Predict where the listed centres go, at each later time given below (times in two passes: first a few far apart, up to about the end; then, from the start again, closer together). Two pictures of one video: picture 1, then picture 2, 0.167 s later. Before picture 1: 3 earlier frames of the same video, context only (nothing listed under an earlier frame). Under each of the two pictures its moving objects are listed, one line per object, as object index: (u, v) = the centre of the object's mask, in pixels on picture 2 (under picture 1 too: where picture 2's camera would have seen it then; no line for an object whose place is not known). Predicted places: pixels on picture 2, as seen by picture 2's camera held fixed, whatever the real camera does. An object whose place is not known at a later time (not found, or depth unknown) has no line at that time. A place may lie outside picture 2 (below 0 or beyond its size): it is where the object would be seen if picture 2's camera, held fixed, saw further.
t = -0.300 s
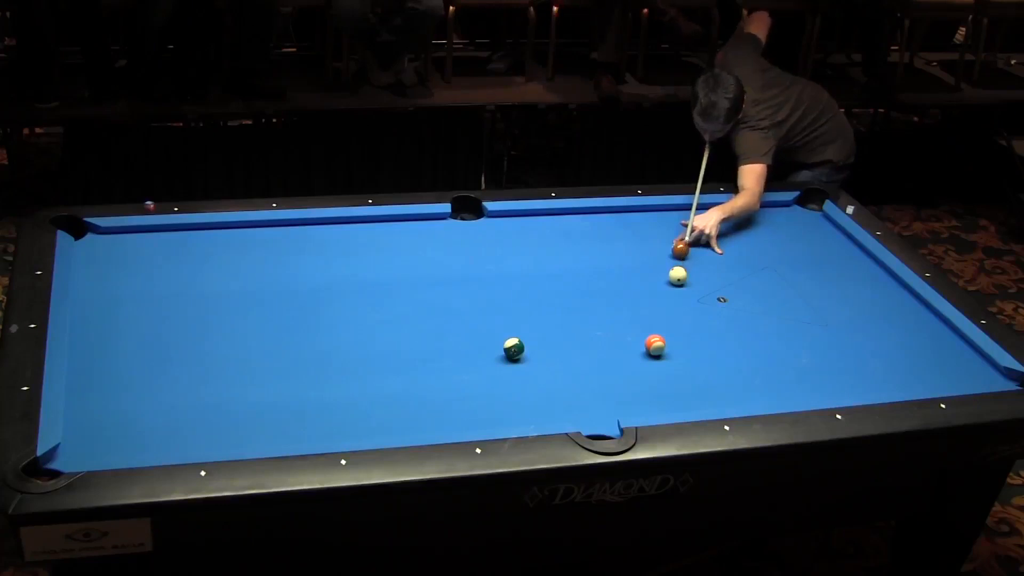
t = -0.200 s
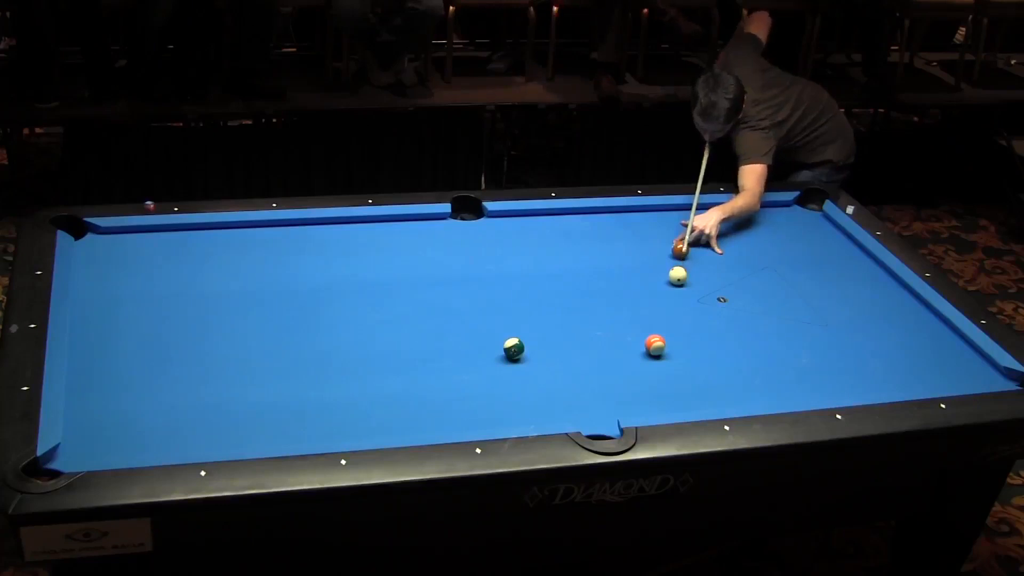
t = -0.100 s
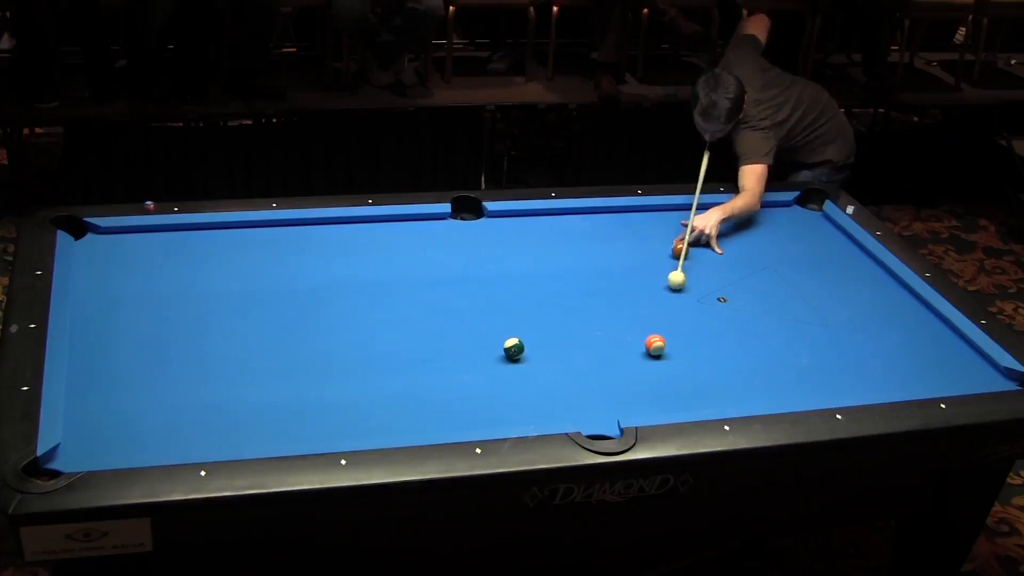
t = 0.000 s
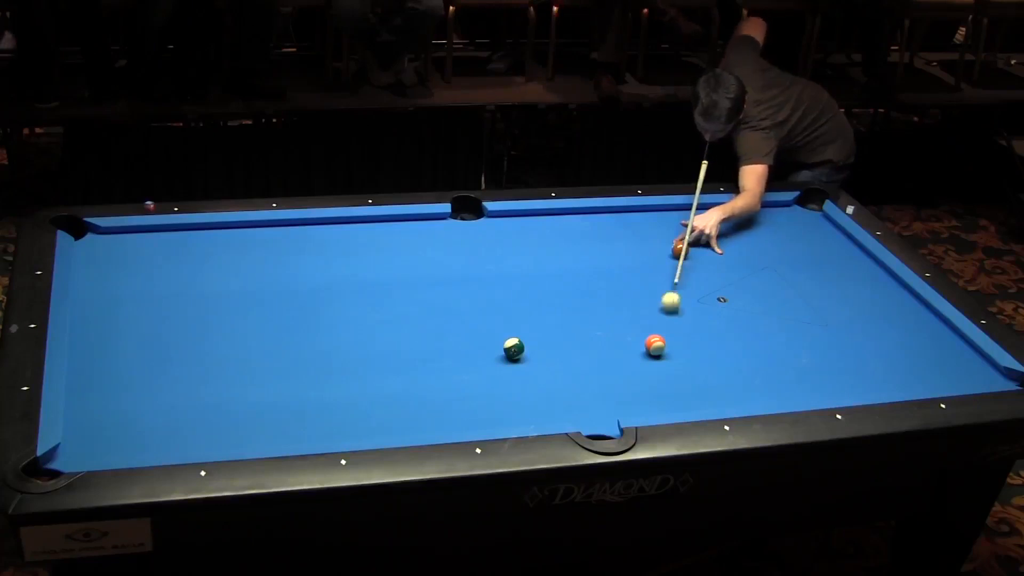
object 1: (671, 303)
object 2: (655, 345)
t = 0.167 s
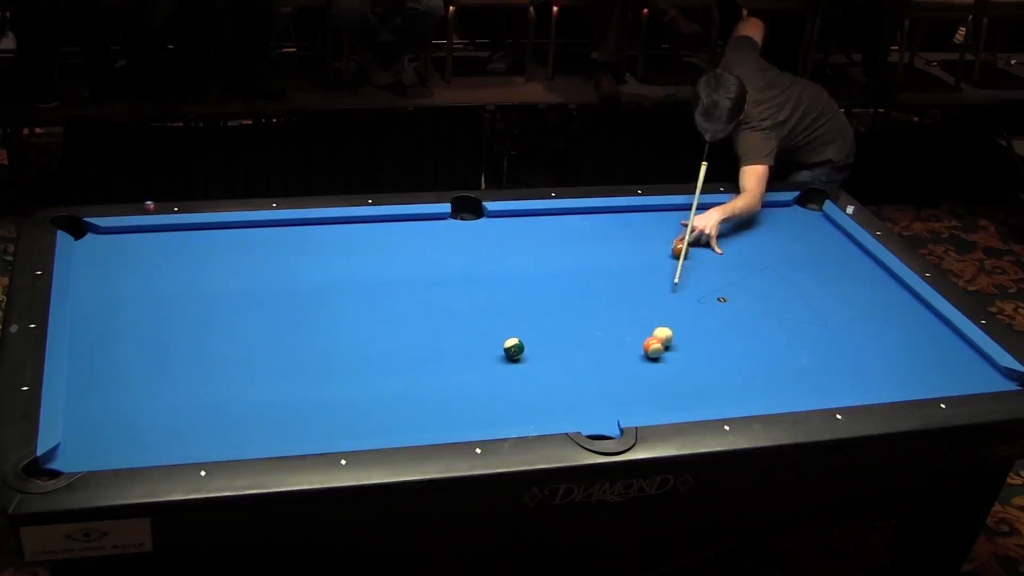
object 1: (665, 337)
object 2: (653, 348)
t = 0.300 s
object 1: (672, 347)
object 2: (635, 373)
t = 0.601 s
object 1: (689, 370)
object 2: (600, 419)
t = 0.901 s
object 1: (706, 393)
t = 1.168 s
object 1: (715, 401)
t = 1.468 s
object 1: (706, 394)
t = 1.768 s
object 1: (698, 380)
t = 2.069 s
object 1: (691, 371)
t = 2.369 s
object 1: (685, 363)
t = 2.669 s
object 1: (681, 356)
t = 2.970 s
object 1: (677, 351)
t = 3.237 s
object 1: (674, 348)
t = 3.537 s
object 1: (672, 346)
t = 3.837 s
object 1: (670, 344)
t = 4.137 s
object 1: (670, 344)
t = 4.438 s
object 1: (670, 345)
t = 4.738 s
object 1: (670, 345)
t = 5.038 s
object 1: (671, 345)
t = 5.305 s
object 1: (671, 345)
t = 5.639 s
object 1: (671, 345)
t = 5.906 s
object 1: (671, 345)
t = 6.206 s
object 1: (671, 344)
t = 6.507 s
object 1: (671, 344)
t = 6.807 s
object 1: (671, 344)
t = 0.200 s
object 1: (666, 340)
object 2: (648, 354)
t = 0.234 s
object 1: (668, 342)
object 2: (644, 361)
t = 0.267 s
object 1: (670, 344)
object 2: (639, 366)
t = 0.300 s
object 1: (672, 347)
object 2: (635, 373)
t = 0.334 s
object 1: (673, 350)
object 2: (631, 378)
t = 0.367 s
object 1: (676, 352)
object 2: (627, 383)
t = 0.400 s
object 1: (678, 354)
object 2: (623, 388)
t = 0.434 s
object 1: (679, 357)
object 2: (620, 393)
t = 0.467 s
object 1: (681, 360)
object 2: (616, 399)
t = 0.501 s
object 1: (683, 362)
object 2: (612, 405)
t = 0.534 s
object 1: (685, 365)
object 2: (608, 409)
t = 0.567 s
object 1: (687, 367)
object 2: (604, 414)
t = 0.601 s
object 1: (689, 370)
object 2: (600, 419)
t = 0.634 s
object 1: (690, 372)
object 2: (597, 424)
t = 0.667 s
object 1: (693, 375)
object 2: (594, 430)
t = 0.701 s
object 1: (694, 377)
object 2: (590, 436)
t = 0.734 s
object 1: (696, 380)
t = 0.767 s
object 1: (698, 383)
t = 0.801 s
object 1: (700, 385)
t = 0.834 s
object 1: (702, 387)
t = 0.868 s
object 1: (704, 390)
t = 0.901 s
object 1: (706, 393)
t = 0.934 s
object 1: (707, 395)
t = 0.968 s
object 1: (709, 397)
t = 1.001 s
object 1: (711, 398)
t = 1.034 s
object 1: (712, 399)
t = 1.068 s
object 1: (714, 400)
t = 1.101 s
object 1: (715, 401)
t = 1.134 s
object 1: (717, 402)
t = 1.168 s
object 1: (715, 401)
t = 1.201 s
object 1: (715, 400)
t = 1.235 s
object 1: (713, 400)
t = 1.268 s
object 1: (712, 400)
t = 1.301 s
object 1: (711, 398)
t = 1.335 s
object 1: (710, 398)
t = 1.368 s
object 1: (709, 397)
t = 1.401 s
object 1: (709, 396)
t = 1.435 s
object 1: (708, 395)
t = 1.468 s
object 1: (706, 394)
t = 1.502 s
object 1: (705, 393)
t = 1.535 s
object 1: (704, 389)
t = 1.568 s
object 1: (703, 387)
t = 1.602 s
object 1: (702, 386)
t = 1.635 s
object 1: (701, 385)
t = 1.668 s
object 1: (701, 383)
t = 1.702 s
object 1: (699, 382)
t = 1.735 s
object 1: (699, 381)
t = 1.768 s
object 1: (698, 380)
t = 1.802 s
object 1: (697, 379)
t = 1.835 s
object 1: (696, 378)
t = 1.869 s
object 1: (695, 377)
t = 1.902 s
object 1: (694, 376)
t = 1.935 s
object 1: (693, 375)
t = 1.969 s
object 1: (693, 374)
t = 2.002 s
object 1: (692, 373)
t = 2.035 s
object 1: (691, 371)
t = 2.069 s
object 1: (691, 371)
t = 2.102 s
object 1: (690, 369)
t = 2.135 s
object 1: (689, 369)
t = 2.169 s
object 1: (689, 367)
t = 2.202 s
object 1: (688, 367)
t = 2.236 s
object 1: (688, 366)
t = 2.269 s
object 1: (687, 365)
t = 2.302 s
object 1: (687, 364)
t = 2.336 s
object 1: (686, 364)
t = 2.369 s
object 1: (685, 363)
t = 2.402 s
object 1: (685, 362)
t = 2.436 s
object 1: (685, 361)
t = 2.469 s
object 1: (684, 361)
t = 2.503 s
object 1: (684, 360)
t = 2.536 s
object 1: (683, 359)
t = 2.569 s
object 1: (683, 358)
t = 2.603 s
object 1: (682, 357)
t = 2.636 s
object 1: (682, 357)
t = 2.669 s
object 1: (681, 356)
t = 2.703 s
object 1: (681, 356)
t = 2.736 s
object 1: (680, 355)
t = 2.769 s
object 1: (680, 354)
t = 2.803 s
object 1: (679, 354)
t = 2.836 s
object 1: (679, 353)
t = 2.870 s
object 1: (679, 353)
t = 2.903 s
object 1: (678, 352)
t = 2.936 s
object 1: (678, 352)
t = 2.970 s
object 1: (677, 351)
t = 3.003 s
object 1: (677, 351)
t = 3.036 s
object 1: (677, 350)
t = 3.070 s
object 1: (676, 350)
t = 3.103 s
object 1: (676, 349)
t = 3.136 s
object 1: (675, 349)
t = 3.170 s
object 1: (675, 349)
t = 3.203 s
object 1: (675, 348)
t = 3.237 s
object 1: (674, 348)
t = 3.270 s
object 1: (674, 348)
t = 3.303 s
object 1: (674, 347)
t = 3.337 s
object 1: (673, 347)
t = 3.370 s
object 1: (673, 347)
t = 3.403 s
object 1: (673, 346)
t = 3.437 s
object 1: (672, 346)
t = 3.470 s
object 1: (672, 346)
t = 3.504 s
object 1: (672, 346)
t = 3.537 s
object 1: (672, 346)
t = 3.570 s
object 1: (671, 345)
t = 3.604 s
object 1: (671, 345)
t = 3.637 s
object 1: (671, 345)
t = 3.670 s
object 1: (671, 345)
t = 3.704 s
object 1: (671, 345)
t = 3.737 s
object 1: (671, 344)
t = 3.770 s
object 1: (670, 344)
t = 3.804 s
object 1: (670, 344)
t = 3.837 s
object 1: (670, 344)
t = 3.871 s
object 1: (670, 344)
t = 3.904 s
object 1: (670, 344)
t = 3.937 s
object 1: (670, 344)
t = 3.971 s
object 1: (670, 344)
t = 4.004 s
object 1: (670, 344)
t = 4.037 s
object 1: (670, 344)
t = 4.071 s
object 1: (670, 344)
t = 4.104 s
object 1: (670, 344)
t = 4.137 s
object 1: (670, 344)
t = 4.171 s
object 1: (670, 344)
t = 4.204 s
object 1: (670, 344)
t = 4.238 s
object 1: (670, 344)
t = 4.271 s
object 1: (670, 344)
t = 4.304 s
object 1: (670, 344)
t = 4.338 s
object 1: (670, 345)
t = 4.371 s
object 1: (670, 345)
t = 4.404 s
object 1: (670, 345)
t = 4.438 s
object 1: (670, 345)
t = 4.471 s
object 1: (670, 345)
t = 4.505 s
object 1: (670, 345)
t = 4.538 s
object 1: (670, 345)
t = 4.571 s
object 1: (670, 345)
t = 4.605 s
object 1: (670, 345)
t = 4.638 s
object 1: (670, 345)
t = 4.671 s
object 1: (670, 345)
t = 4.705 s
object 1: (670, 345)
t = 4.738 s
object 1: (670, 345)
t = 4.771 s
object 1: (670, 345)
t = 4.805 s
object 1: (670, 345)
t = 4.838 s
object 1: (670, 345)
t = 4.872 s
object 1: (671, 345)
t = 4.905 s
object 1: (671, 345)
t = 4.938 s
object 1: (671, 345)
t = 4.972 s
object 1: (671, 345)
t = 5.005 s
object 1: (671, 345)
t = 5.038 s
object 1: (671, 345)
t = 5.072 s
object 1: (671, 345)
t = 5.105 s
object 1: (671, 345)
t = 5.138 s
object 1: (671, 345)
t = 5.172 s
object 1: (671, 345)
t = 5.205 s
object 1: (671, 345)
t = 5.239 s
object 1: (671, 345)
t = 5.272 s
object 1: (671, 345)
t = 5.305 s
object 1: (671, 345)
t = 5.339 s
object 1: (671, 345)
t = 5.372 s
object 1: (671, 344)
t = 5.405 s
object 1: (671, 344)
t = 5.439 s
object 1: (671, 344)
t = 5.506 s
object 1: (671, 344)
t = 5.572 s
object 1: (671, 345)
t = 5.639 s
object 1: (671, 345)
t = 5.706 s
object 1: (671, 345)
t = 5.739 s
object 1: (671, 345)
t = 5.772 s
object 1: (671, 345)
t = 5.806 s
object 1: (671, 345)
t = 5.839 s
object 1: (671, 345)
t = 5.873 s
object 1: (671, 345)
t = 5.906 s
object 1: (671, 345)
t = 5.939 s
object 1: (671, 345)
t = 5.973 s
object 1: (671, 345)
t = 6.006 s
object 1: (671, 345)
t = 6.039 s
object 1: (671, 344)
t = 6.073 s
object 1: (671, 344)
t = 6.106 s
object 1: (671, 344)
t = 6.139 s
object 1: (671, 344)
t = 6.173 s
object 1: (671, 344)
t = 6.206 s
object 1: (671, 344)
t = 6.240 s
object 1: (671, 344)
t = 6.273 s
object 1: (671, 344)
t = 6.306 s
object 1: (671, 344)
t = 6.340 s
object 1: (671, 344)
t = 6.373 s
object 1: (671, 344)
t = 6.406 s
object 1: (671, 344)
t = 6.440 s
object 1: (671, 344)
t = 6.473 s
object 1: (671, 344)
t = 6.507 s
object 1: (671, 344)
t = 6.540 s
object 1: (671, 344)
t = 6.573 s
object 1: (671, 344)
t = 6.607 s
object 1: (671, 344)
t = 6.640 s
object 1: (671, 344)
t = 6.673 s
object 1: (671, 344)
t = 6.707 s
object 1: (671, 344)
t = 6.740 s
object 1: (671, 344)
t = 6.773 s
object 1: (671, 344)
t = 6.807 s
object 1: (671, 344)
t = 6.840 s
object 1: (671, 344)
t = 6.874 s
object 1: (671, 344)
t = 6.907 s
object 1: (671, 344)
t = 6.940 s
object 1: (671, 344)
